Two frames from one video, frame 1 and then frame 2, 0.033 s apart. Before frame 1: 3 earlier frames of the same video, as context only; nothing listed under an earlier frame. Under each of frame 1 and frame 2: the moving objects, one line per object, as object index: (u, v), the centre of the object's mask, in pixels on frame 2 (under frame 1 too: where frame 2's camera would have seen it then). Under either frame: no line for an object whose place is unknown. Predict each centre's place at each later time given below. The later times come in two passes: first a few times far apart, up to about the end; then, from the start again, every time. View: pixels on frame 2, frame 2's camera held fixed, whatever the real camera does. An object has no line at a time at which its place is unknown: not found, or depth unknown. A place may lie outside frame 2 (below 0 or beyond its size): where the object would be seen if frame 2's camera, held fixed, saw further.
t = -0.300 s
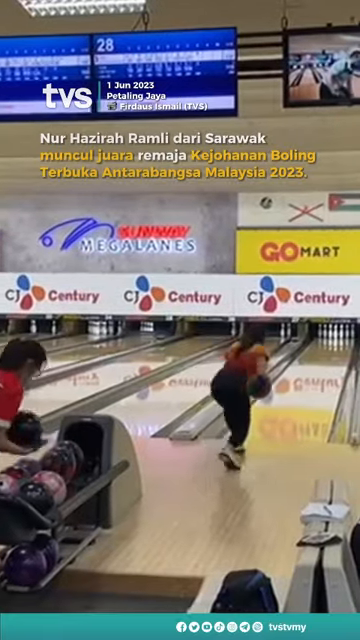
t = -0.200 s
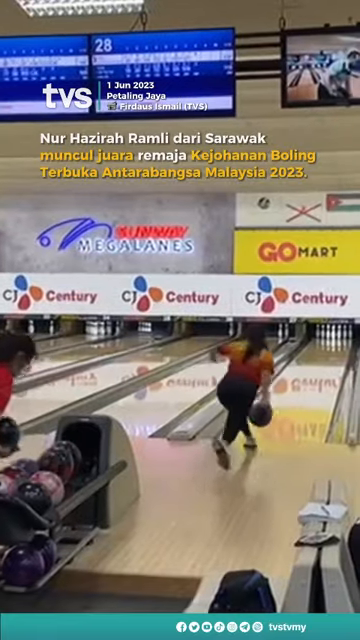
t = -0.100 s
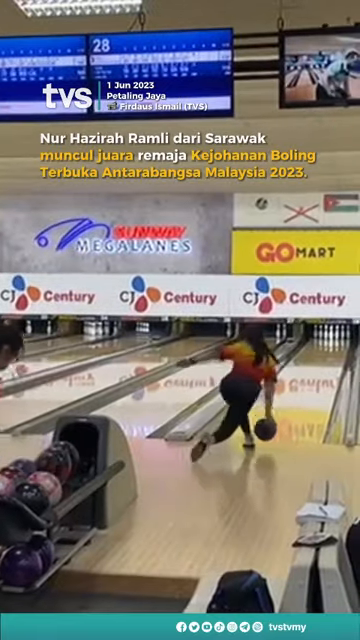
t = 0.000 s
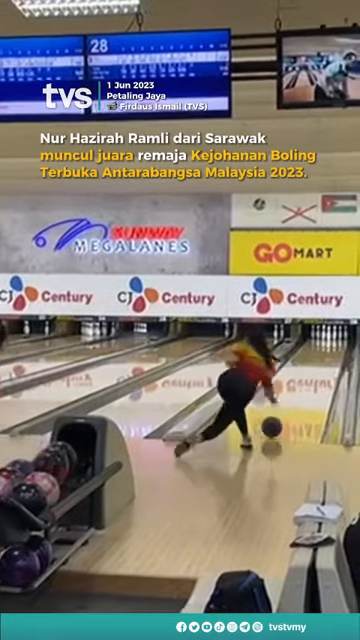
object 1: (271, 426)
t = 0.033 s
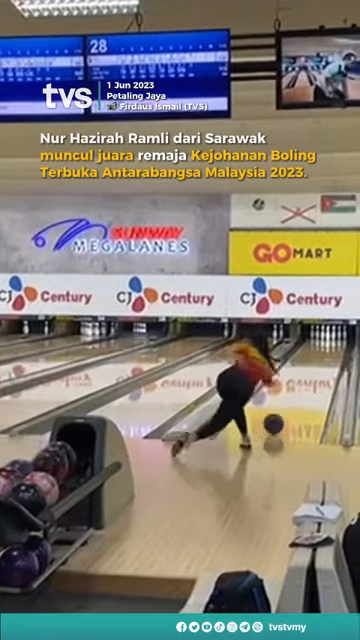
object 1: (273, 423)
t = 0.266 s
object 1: (289, 405)
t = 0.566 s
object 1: (302, 388)
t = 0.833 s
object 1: (312, 376)
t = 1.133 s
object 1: (320, 366)
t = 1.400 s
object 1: (325, 359)
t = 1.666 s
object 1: (329, 353)
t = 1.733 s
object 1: (329, 353)
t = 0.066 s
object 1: (276, 421)
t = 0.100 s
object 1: (278, 418)
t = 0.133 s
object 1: (280, 415)
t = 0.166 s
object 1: (283, 412)
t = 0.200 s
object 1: (285, 410)
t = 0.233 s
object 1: (287, 407)
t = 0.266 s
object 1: (289, 405)
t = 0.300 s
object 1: (291, 403)
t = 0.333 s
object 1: (292, 400)
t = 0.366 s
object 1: (294, 398)
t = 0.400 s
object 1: (296, 396)
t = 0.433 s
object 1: (297, 394)
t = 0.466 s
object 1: (299, 392)
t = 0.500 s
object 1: (300, 391)
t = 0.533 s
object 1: (301, 389)
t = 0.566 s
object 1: (302, 388)
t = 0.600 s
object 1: (304, 386)
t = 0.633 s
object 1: (305, 384)
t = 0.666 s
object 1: (307, 383)
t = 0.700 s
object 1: (308, 381)
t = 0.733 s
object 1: (309, 380)
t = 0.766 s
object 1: (310, 379)
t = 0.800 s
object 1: (311, 377)
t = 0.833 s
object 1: (312, 376)
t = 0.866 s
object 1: (313, 375)
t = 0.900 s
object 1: (313, 373)
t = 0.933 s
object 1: (315, 372)
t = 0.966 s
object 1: (316, 371)
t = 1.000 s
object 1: (316, 369)
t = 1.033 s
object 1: (317, 369)
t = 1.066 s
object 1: (318, 368)
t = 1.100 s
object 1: (319, 367)
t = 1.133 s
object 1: (320, 366)
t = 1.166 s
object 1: (321, 365)
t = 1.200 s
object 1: (322, 364)
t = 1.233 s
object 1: (322, 363)
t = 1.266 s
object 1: (323, 362)
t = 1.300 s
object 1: (323, 361)
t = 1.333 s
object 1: (324, 361)
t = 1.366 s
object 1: (324, 360)
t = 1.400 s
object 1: (325, 359)
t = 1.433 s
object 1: (326, 359)
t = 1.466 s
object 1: (326, 358)
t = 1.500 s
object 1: (327, 357)
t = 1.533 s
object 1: (327, 357)
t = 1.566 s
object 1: (328, 355)
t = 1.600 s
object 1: (328, 356)
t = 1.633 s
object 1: (328, 354)
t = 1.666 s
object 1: (329, 353)
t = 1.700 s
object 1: (329, 353)
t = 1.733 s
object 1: (329, 353)
